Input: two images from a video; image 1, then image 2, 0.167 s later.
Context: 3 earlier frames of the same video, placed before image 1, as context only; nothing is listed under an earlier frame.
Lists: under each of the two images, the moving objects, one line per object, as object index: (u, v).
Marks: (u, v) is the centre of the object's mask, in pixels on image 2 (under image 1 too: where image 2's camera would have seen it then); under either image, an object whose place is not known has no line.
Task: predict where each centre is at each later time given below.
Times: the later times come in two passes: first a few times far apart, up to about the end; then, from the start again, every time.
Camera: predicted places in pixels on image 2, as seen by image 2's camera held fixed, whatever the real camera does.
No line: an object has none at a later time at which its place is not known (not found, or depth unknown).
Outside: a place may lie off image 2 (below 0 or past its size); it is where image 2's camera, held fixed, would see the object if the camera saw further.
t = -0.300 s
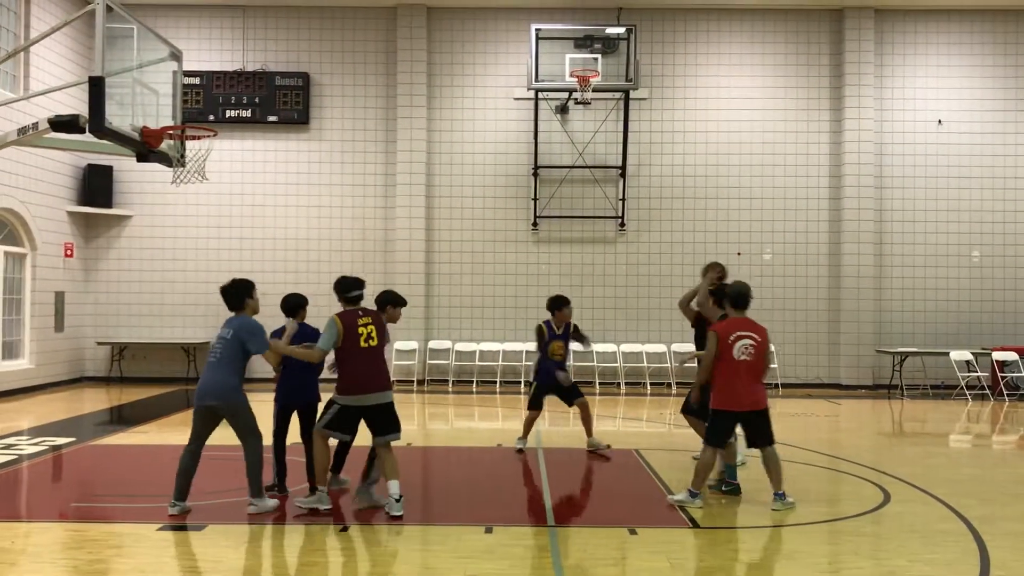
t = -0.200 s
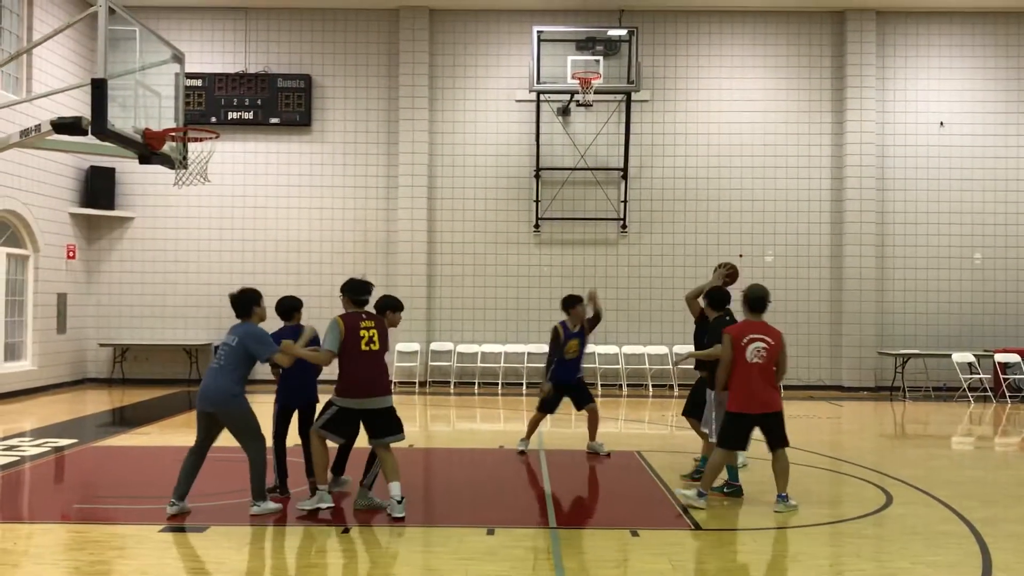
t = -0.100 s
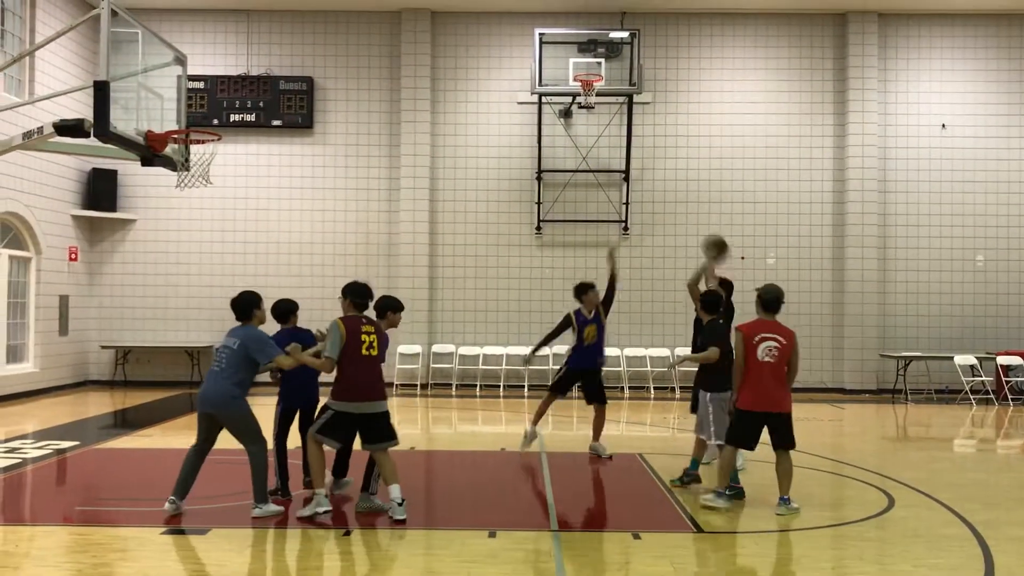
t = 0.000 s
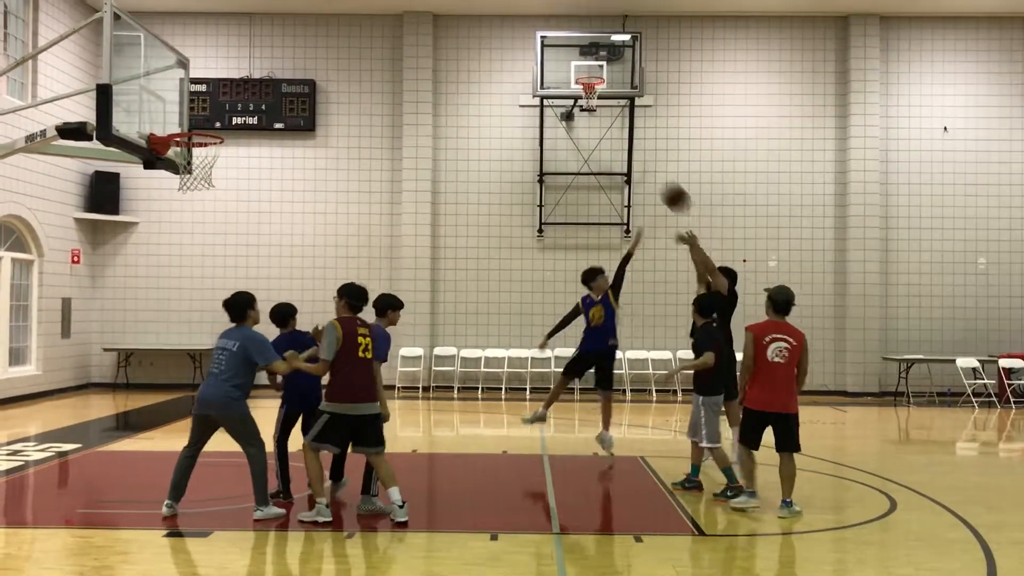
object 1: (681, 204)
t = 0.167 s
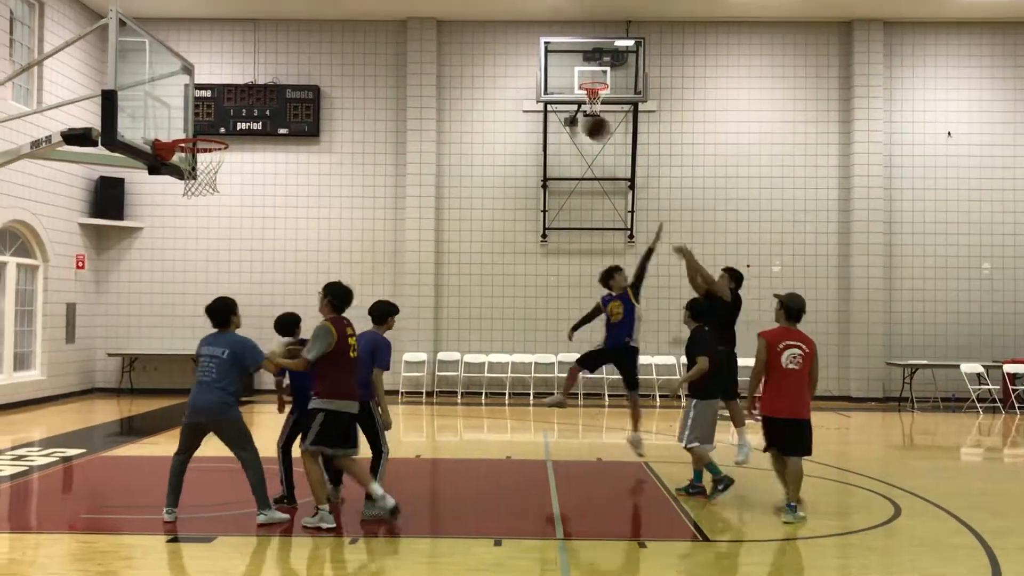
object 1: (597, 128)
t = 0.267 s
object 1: (545, 94)
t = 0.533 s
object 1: (409, 53)
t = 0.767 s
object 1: (284, 75)
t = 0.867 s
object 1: (227, 106)
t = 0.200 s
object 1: (578, 115)
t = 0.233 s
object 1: (562, 104)
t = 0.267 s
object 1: (545, 94)
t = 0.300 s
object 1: (528, 85)
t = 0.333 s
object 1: (512, 77)
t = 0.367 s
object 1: (495, 70)
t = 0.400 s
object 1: (478, 65)
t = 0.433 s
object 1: (461, 60)
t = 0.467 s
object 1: (444, 57)
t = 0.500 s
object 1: (426, 54)
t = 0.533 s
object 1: (409, 53)
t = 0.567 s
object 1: (392, 53)
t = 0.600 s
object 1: (374, 54)
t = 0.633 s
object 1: (356, 56)
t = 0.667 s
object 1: (339, 59)
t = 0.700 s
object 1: (321, 64)
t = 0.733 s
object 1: (302, 69)
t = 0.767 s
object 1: (284, 75)
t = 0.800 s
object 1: (267, 80)
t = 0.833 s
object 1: (246, 93)
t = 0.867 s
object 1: (227, 106)
